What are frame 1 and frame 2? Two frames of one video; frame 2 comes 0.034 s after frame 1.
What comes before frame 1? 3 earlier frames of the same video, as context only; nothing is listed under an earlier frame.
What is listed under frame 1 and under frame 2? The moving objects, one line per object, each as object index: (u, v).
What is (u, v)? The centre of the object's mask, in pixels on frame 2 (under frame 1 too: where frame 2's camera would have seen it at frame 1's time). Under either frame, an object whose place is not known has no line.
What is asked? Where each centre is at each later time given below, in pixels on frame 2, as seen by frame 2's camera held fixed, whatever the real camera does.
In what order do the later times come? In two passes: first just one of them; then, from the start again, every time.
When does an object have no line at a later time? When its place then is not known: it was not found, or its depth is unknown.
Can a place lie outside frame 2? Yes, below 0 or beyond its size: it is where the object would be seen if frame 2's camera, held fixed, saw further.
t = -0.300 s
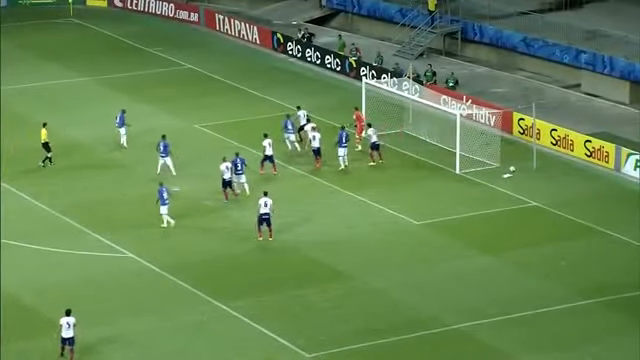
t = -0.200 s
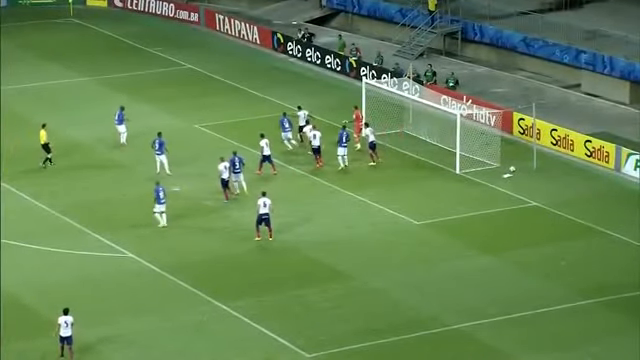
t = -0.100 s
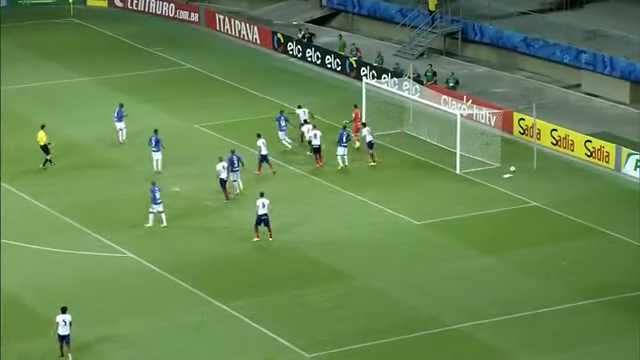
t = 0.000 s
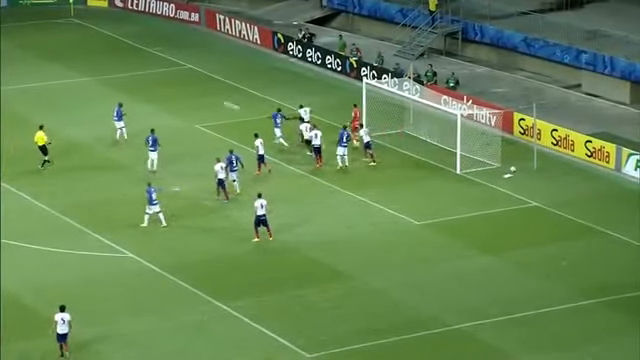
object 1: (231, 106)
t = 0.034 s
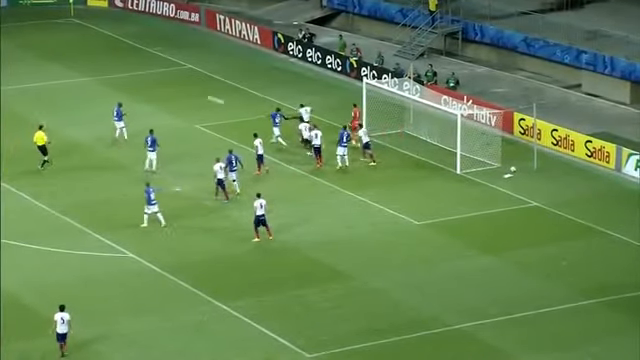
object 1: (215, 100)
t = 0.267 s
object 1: (106, 72)
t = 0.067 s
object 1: (199, 95)
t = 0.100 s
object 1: (183, 90)
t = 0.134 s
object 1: (168, 86)
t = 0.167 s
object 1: (153, 82)
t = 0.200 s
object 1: (137, 78)
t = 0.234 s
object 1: (122, 75)
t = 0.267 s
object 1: (106, 72)
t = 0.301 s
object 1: (90, 69)
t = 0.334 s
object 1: (73, 67)
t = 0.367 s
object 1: (59, 65)
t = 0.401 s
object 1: (44, 63)
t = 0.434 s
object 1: (29, 62)
